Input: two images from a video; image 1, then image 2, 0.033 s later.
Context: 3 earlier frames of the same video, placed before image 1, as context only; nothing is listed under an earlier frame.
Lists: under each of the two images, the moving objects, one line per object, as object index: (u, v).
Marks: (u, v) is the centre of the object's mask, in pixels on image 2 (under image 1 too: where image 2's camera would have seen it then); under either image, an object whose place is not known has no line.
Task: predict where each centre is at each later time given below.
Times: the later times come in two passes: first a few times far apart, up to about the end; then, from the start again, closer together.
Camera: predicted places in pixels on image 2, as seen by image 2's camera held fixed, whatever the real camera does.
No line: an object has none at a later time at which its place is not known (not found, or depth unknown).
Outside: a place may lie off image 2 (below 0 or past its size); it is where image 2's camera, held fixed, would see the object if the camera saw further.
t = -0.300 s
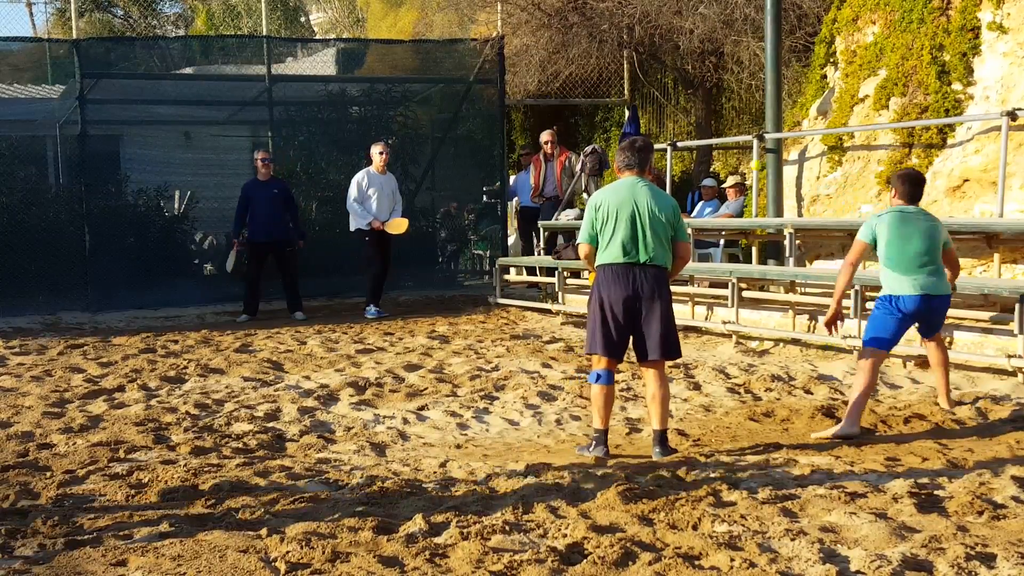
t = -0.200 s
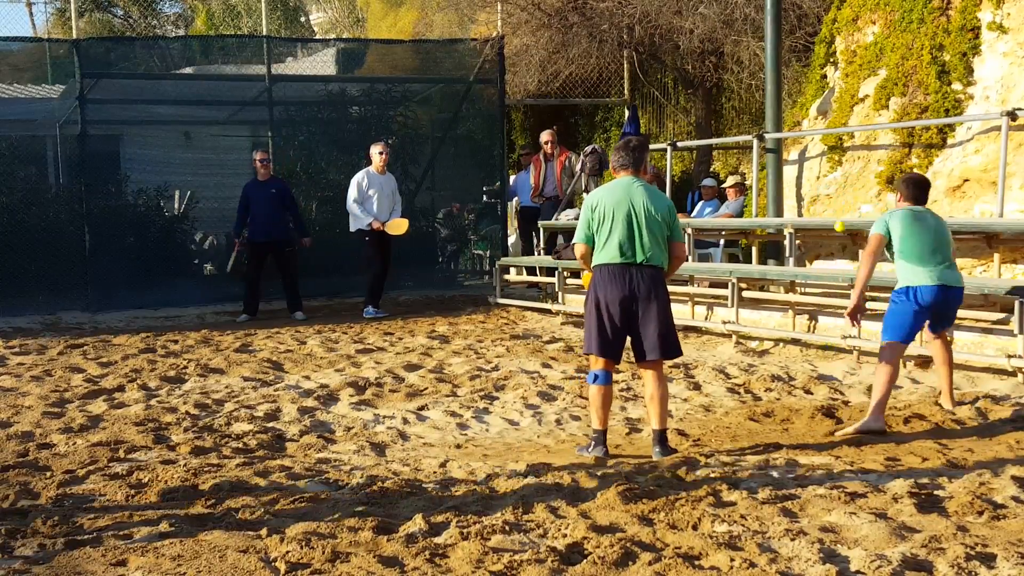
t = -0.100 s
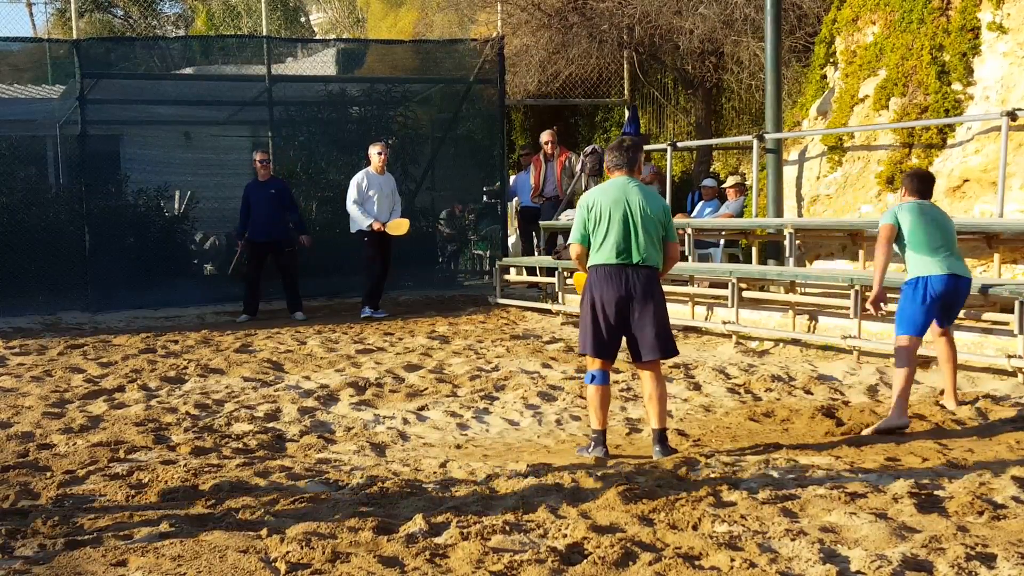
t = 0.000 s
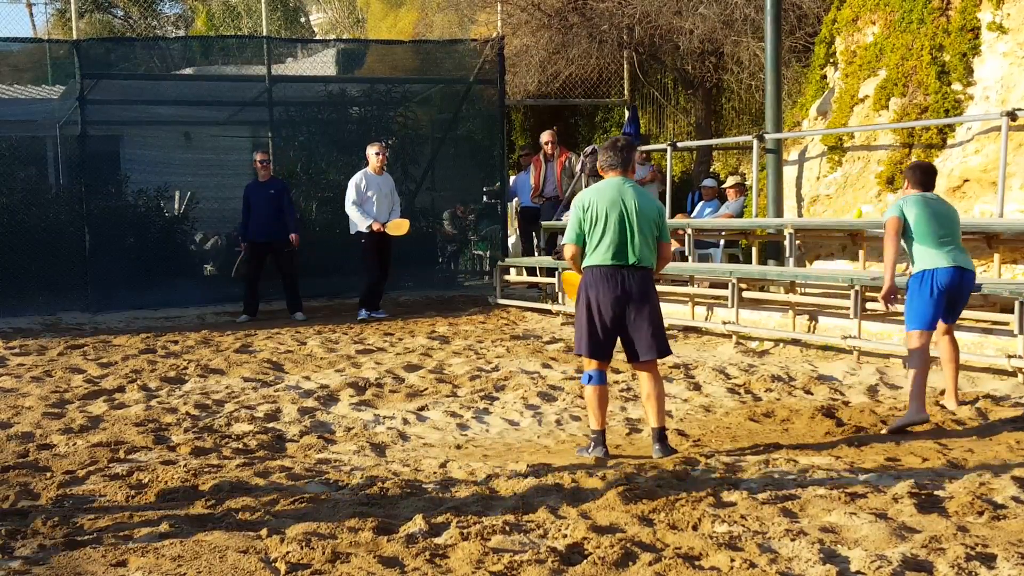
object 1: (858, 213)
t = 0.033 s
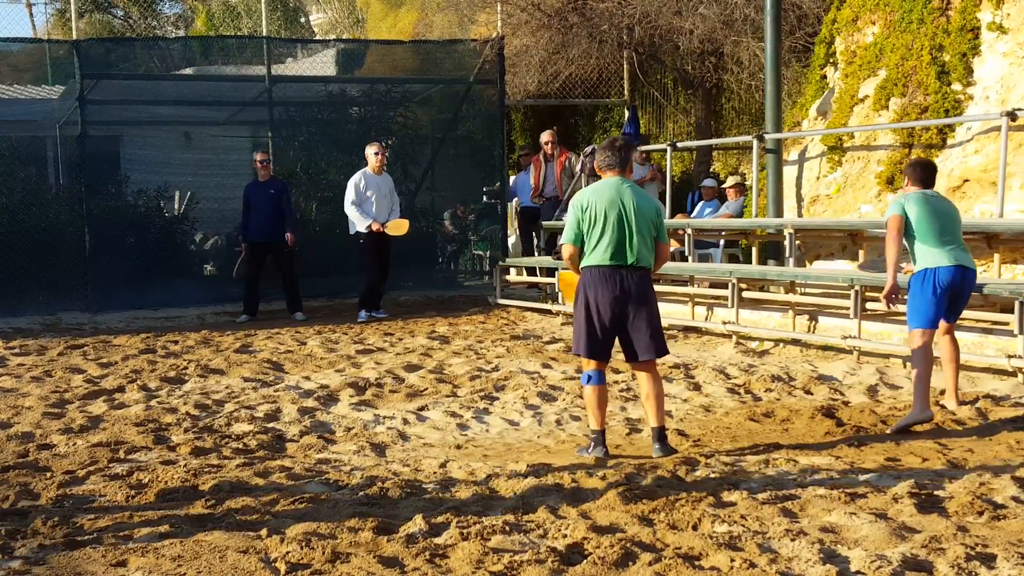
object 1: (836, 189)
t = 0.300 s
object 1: (688, 71)
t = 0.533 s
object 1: (587, 61)
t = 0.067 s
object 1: (815, 167)
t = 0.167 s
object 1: (756, 114)
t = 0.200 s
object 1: (739, 100)
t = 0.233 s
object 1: (721, 89)
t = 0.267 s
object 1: (704, 79)
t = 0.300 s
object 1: (688, 71)
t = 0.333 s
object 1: (672, 65)
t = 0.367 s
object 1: (656, 61)
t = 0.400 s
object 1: (642, 58)
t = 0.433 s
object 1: (627, 56)
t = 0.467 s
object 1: (614, 56)
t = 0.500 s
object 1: (600, 58)
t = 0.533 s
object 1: (587, 61)
